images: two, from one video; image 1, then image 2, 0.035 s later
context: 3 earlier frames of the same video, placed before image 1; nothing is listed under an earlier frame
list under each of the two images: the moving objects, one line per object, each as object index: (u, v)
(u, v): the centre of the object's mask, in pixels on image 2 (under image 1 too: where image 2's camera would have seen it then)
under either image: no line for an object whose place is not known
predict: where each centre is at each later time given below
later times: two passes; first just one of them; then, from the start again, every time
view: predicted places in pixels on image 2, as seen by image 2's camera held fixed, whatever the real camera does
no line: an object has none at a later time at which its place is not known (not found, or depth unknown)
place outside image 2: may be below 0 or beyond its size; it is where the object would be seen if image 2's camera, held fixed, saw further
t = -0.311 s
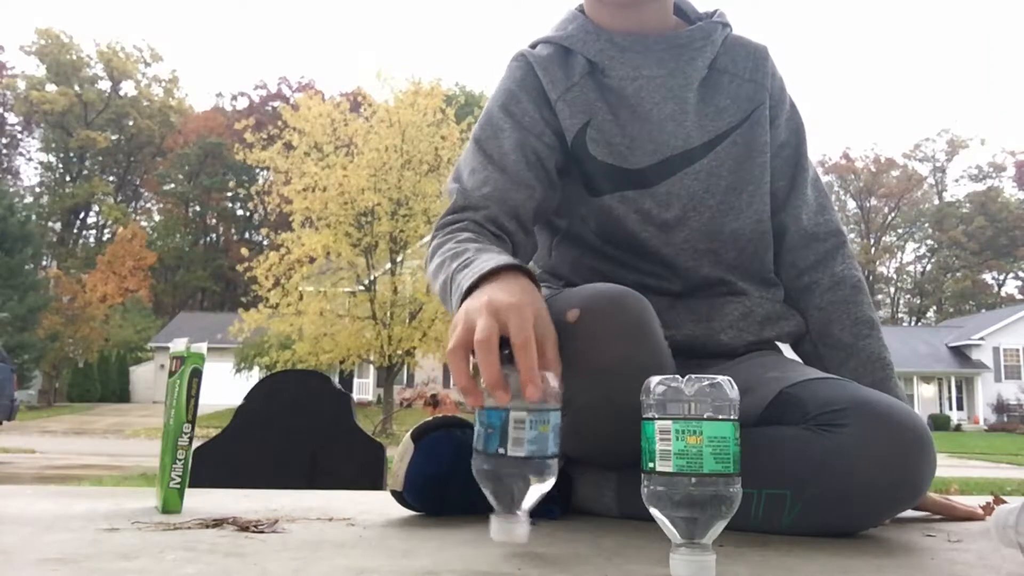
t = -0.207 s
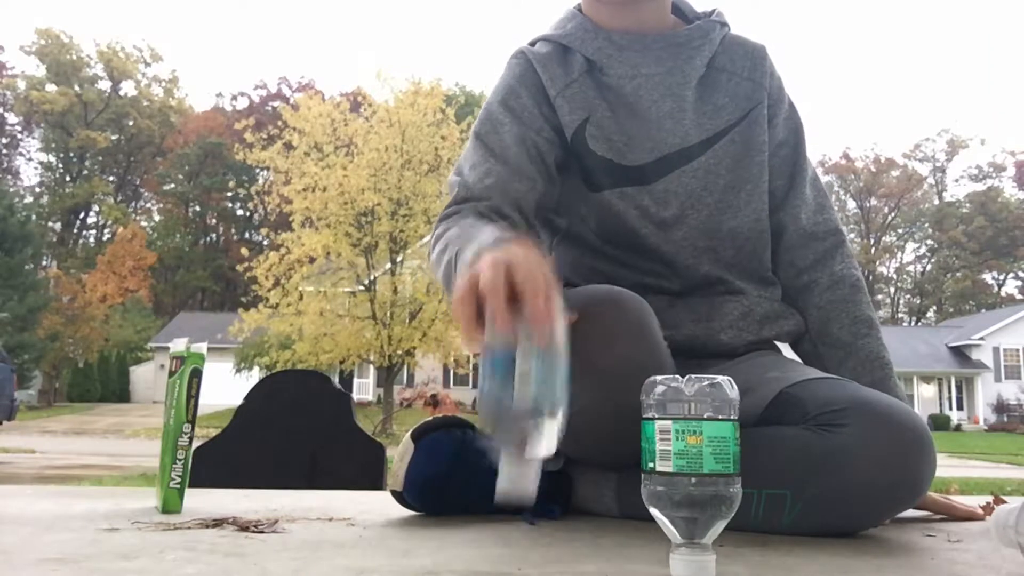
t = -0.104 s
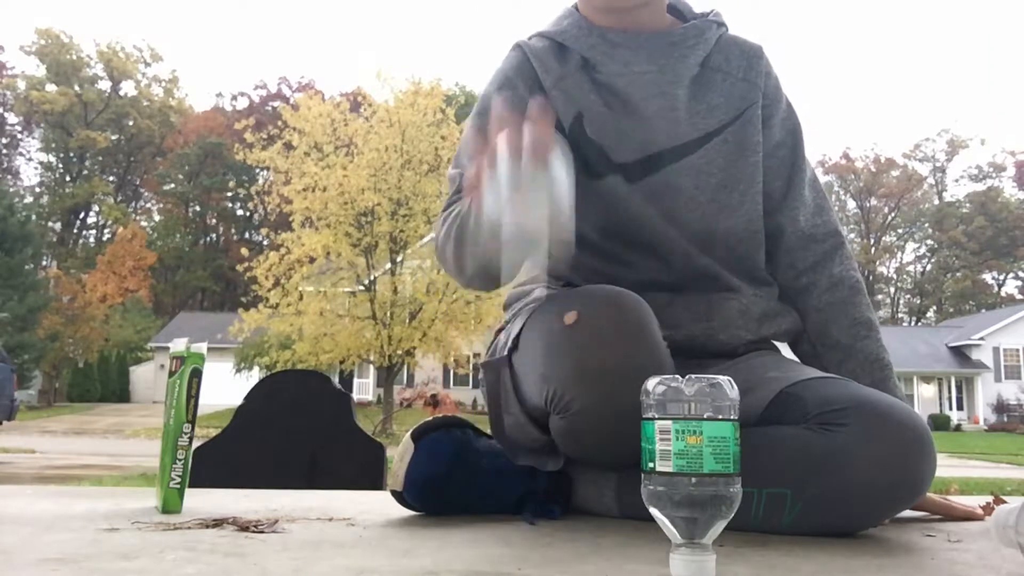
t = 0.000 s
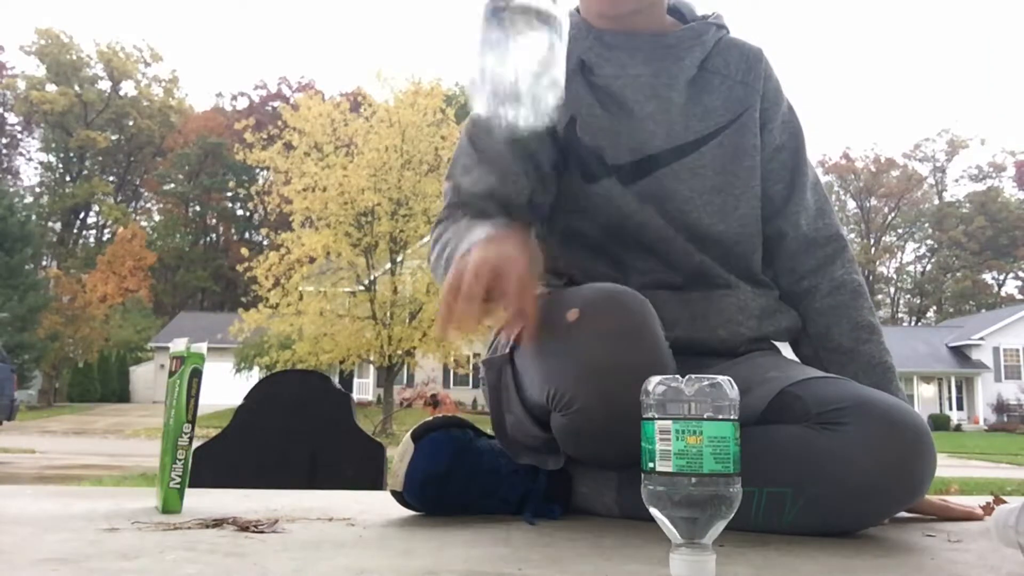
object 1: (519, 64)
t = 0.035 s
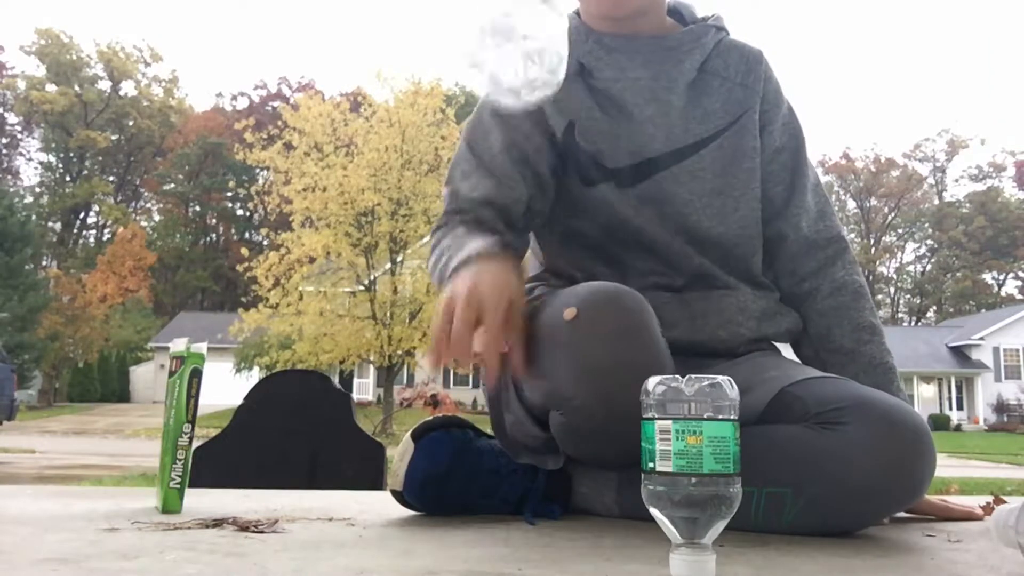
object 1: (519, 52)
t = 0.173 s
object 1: (513, 190)
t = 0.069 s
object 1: (518, 49)
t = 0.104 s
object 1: (517, 86)
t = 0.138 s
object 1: (514, 137)
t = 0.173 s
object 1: (513, 190)
